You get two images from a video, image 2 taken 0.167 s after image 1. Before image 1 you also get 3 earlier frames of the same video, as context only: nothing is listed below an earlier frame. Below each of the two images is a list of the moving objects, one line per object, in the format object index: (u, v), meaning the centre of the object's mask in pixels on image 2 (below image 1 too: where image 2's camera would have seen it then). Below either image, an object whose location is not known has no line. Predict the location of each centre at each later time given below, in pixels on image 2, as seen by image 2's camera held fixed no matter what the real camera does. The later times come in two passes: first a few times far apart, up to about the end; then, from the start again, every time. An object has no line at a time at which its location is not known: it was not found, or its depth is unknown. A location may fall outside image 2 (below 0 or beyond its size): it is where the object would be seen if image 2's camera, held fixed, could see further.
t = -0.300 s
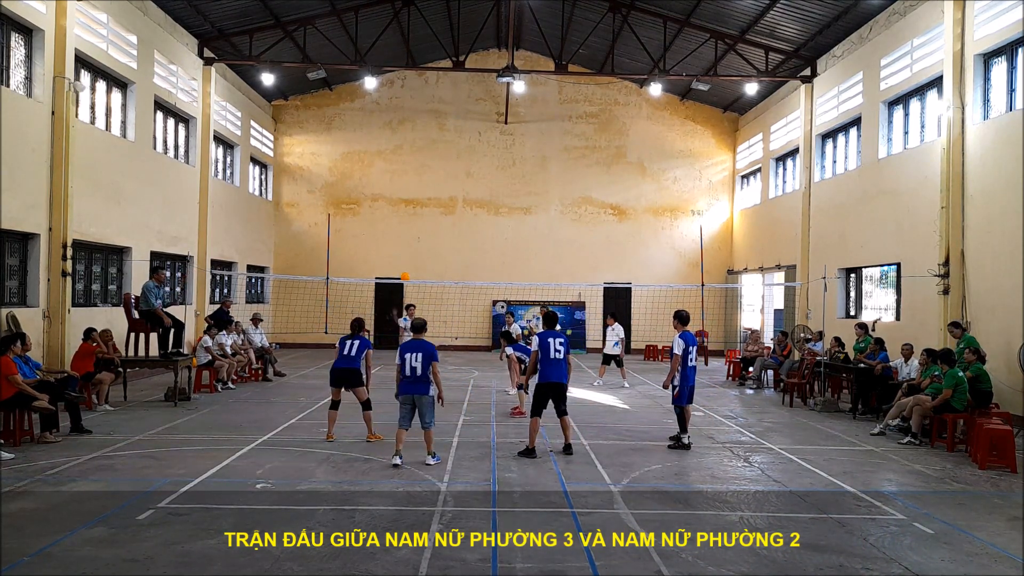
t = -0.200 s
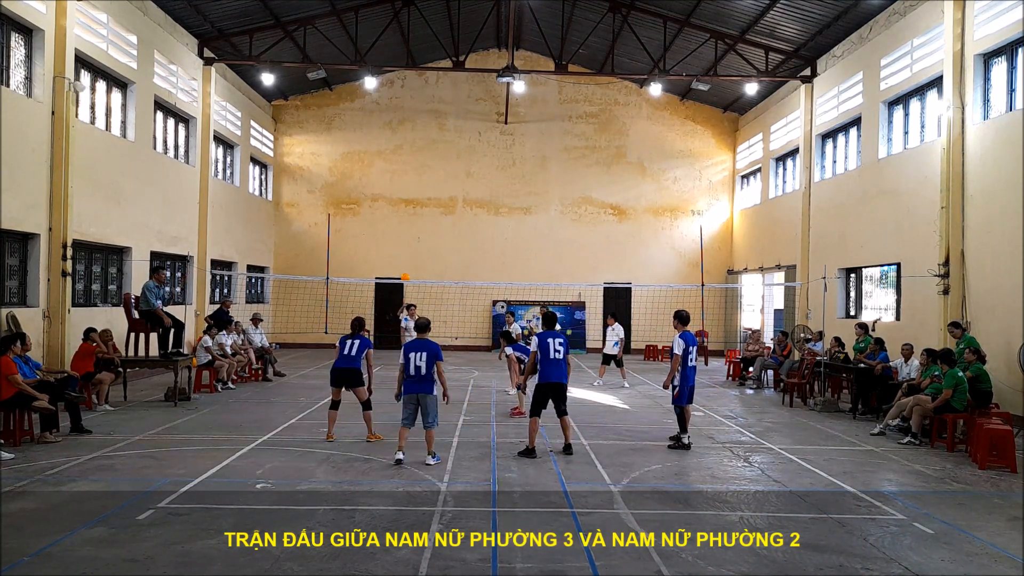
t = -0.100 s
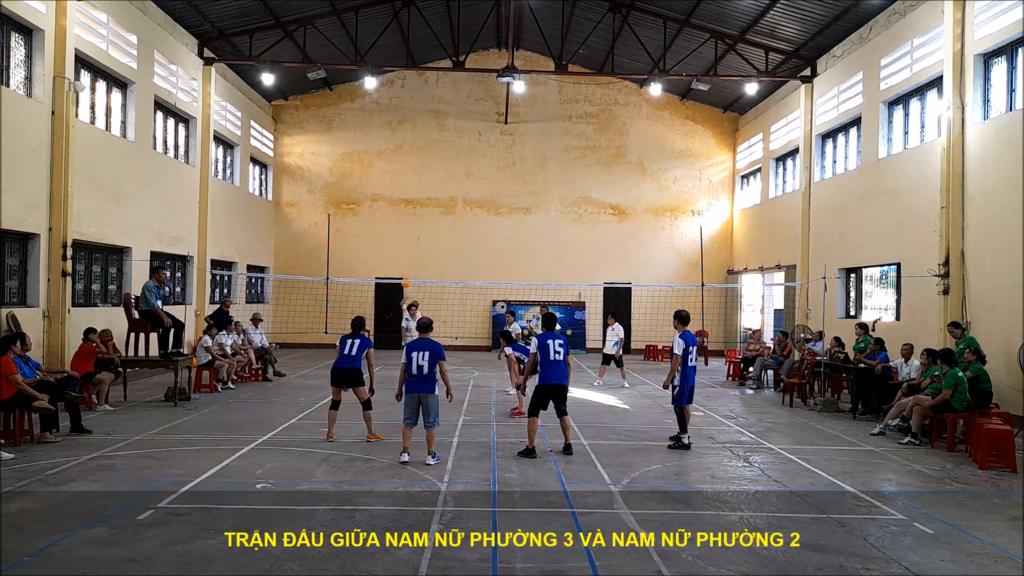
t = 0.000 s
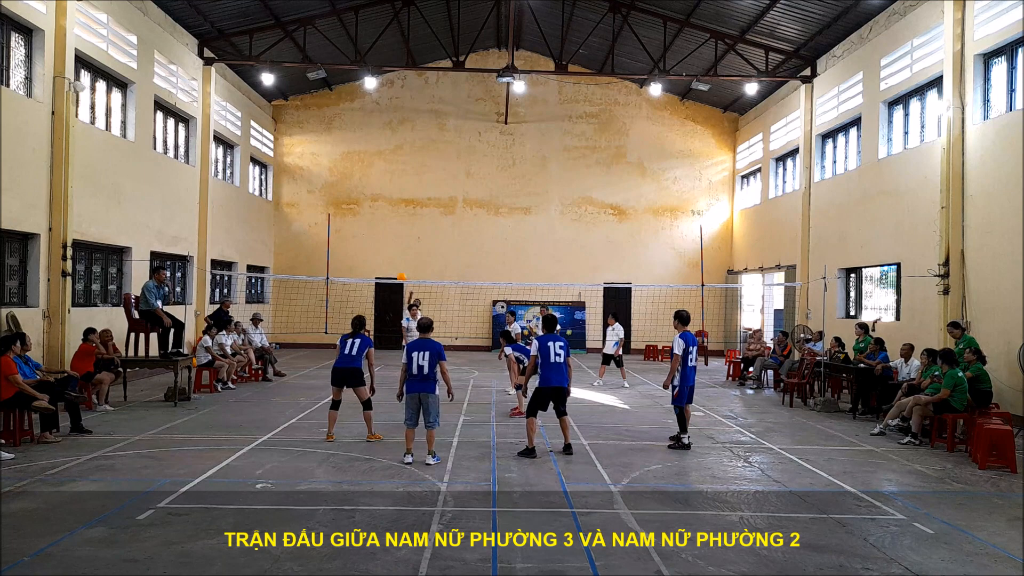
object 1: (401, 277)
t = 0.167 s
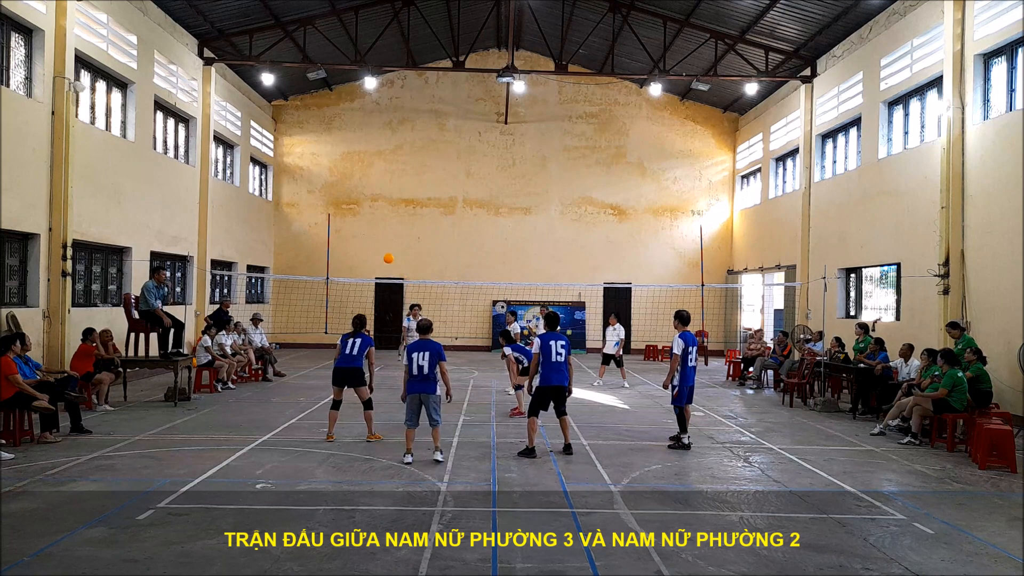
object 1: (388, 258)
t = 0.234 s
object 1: (383, 253)
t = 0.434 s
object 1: (367, 256)
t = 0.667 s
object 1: (349, 280)
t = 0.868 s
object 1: (358, 303)
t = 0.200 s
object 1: (386, 255)
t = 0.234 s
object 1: (383, 253)
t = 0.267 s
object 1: (381, 253)
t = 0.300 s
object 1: (378, 252)
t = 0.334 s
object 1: (376, 252)
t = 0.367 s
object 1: (373, 253)
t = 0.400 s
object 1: (370, 254)
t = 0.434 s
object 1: (367, 256)
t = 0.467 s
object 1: (364, 258)
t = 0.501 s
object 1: (360, 262)
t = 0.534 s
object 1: (357, 266)
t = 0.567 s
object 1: (352, 271)
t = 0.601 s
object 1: (349, 274)
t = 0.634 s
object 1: (348, 279)
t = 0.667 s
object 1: (349, 280)
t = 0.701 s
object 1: (351, 283)
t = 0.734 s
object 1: (353, 287)
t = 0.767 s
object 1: (354, 289)
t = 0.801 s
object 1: (355, 293)
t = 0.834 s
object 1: (357, 298)
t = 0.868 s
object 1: (358, 303)
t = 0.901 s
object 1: (359, 309)
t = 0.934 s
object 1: (360, 314)
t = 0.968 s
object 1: (361, 321)
